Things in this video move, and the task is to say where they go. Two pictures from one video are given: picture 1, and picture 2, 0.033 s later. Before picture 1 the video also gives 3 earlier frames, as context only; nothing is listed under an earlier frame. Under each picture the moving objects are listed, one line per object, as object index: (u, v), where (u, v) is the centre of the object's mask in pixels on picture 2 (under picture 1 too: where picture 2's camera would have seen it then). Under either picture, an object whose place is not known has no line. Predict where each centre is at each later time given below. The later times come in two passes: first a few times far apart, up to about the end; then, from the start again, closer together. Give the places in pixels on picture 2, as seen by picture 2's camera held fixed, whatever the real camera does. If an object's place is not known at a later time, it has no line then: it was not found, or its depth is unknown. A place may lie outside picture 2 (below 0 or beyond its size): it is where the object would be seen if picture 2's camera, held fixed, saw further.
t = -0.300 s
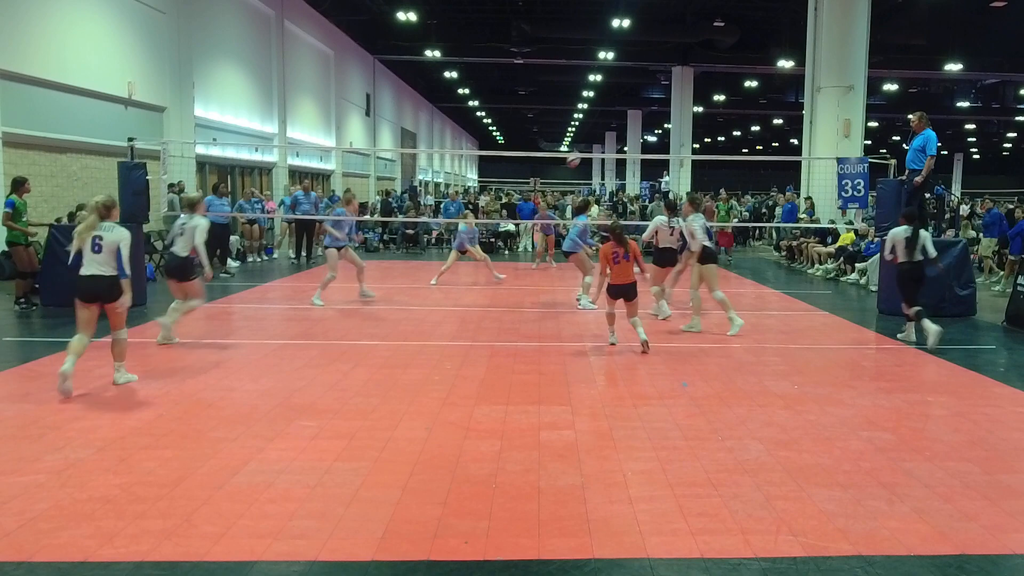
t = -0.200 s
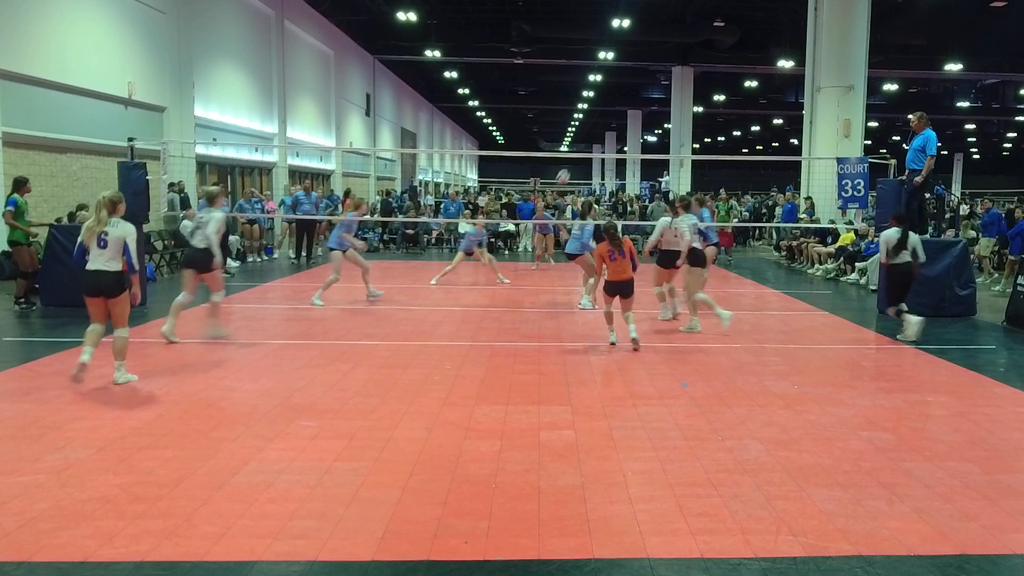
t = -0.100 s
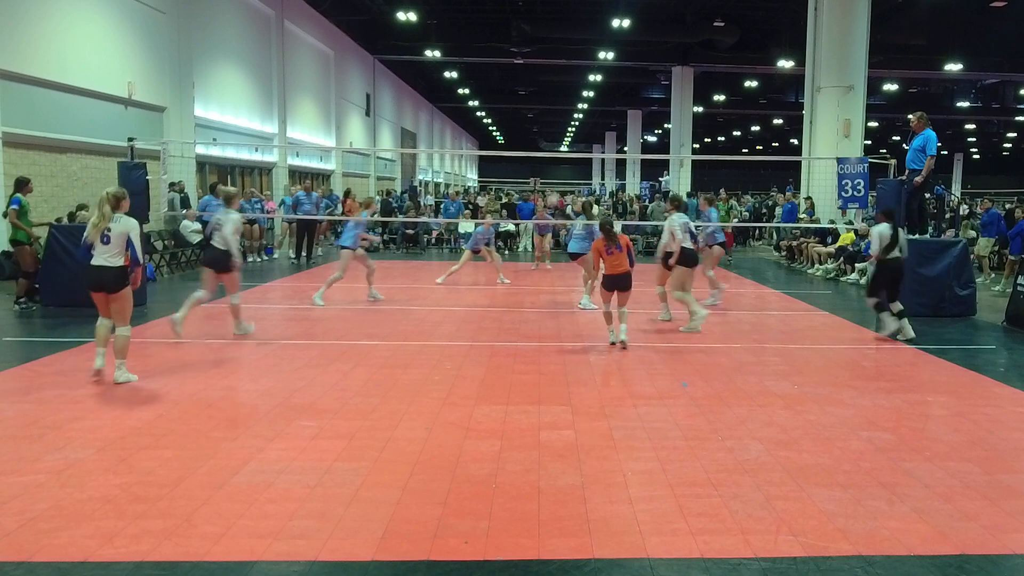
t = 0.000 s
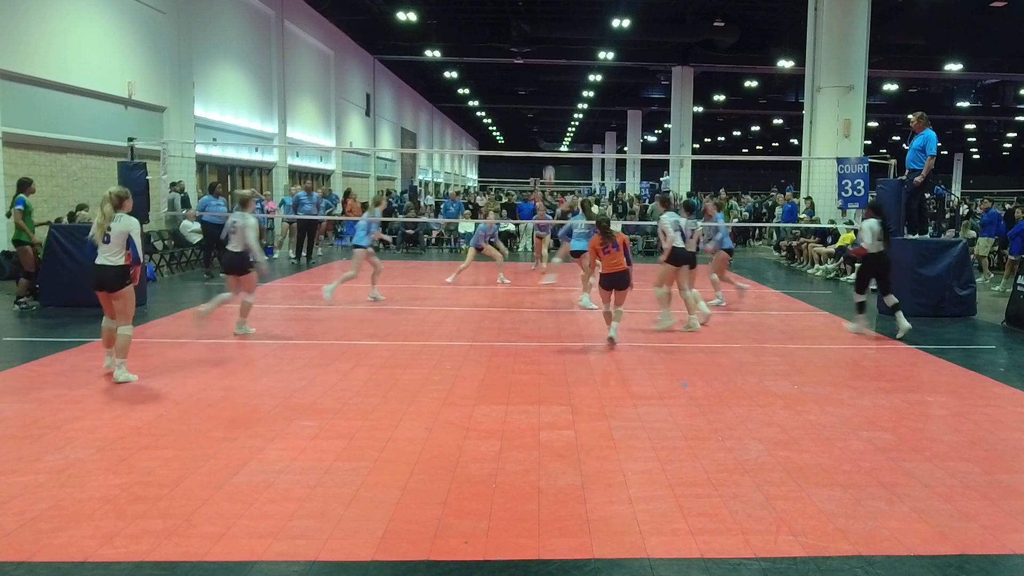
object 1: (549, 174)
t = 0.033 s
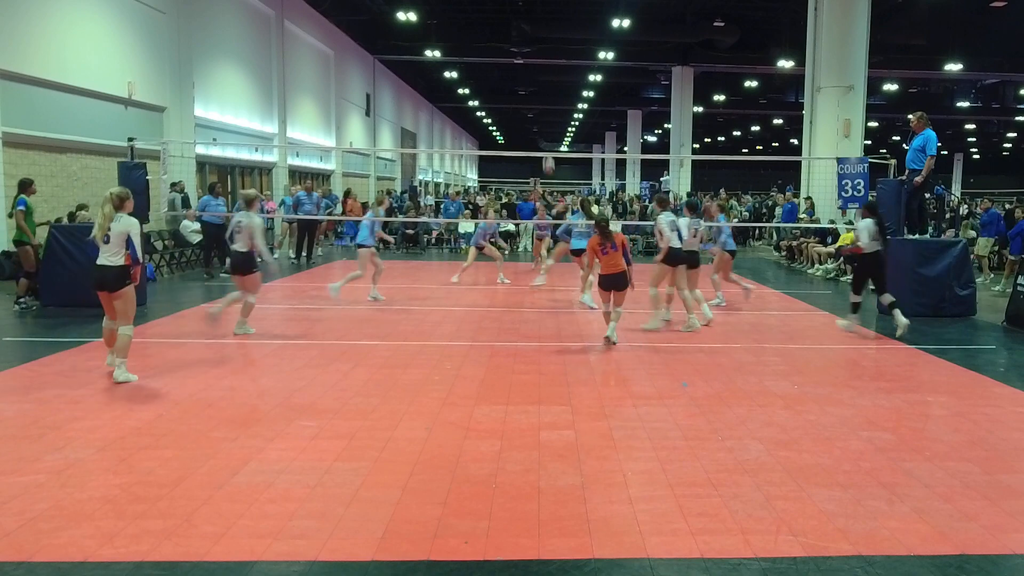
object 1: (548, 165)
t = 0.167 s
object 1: (545, 125)
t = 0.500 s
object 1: (538, 69)
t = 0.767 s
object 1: (531, 70)
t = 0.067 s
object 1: (548, 153)
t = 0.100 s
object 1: (547, 143)
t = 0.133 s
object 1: (546, 134)
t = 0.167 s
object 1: (545, 125)
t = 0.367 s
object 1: (541, 83)
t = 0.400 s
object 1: (540, 79)
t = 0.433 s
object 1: (540, 75)
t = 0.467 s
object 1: (539, 72)
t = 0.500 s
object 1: (538, 69)
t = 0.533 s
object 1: (537, 67)
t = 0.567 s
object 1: (536, 65)
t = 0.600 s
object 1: (535, 64)
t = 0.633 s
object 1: (535, 64)
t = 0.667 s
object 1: (534, 65)
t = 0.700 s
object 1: (533, 66)
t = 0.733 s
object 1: (532, 68)
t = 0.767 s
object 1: (531, 70)
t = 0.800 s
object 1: (530, 74)
